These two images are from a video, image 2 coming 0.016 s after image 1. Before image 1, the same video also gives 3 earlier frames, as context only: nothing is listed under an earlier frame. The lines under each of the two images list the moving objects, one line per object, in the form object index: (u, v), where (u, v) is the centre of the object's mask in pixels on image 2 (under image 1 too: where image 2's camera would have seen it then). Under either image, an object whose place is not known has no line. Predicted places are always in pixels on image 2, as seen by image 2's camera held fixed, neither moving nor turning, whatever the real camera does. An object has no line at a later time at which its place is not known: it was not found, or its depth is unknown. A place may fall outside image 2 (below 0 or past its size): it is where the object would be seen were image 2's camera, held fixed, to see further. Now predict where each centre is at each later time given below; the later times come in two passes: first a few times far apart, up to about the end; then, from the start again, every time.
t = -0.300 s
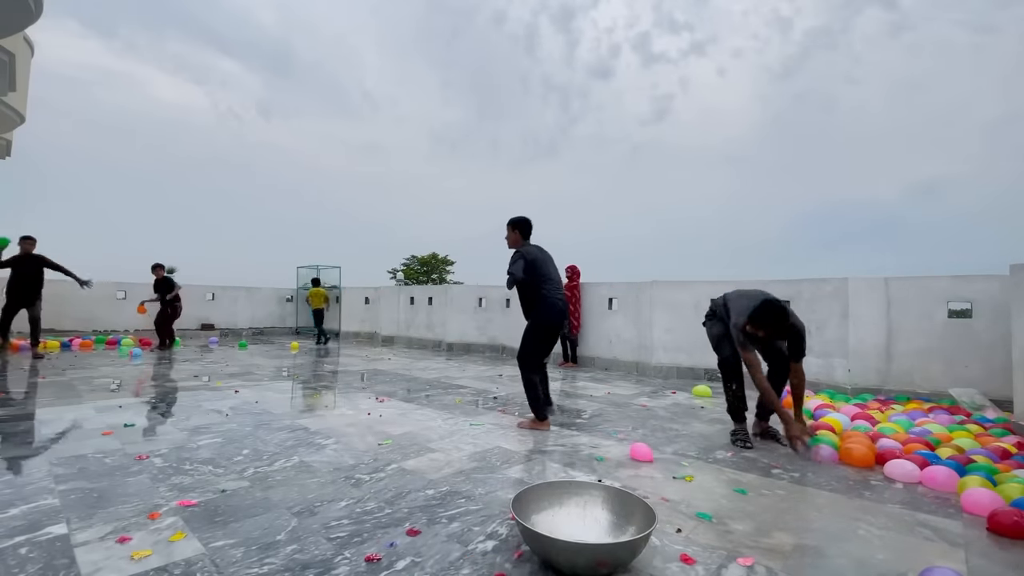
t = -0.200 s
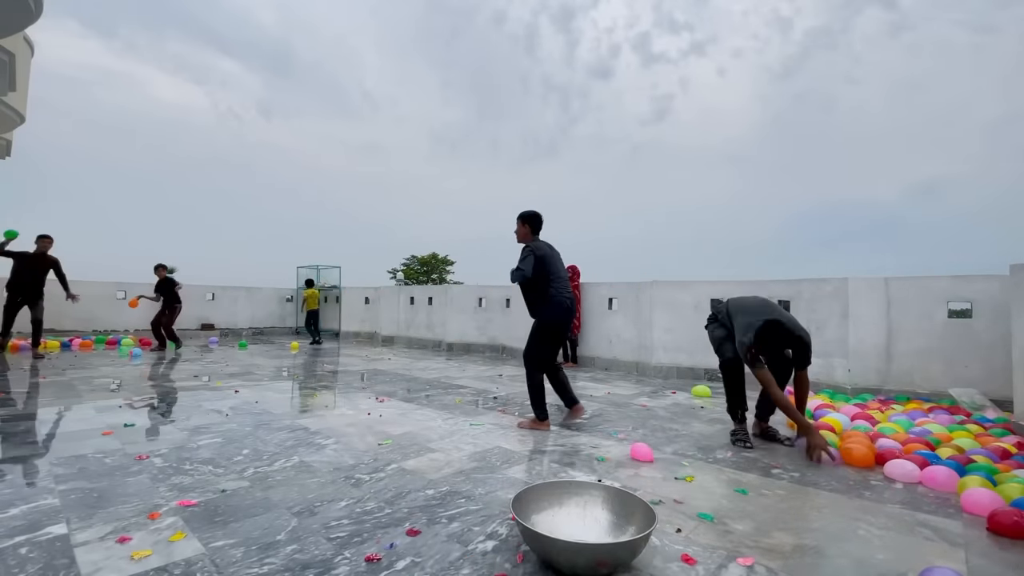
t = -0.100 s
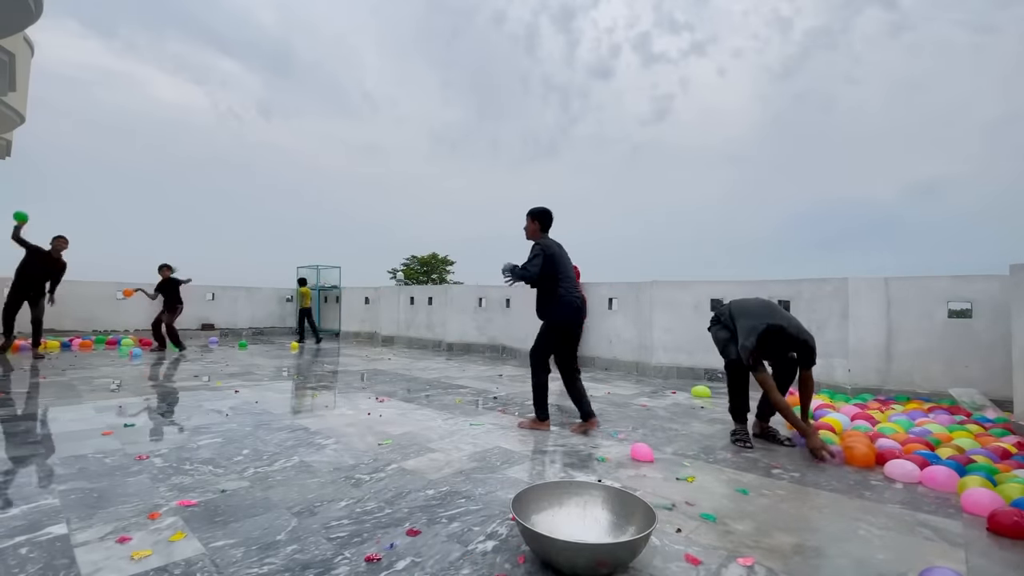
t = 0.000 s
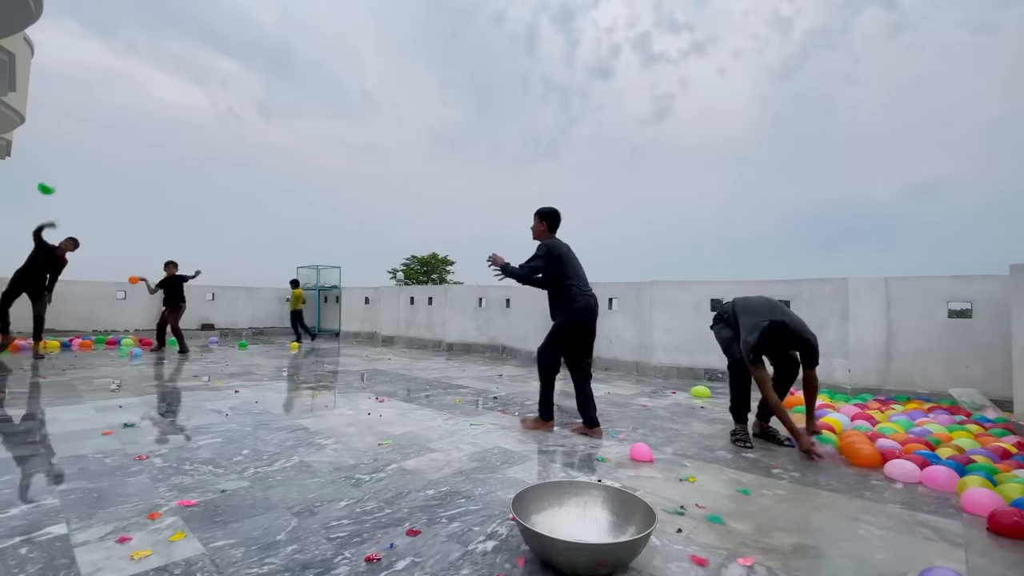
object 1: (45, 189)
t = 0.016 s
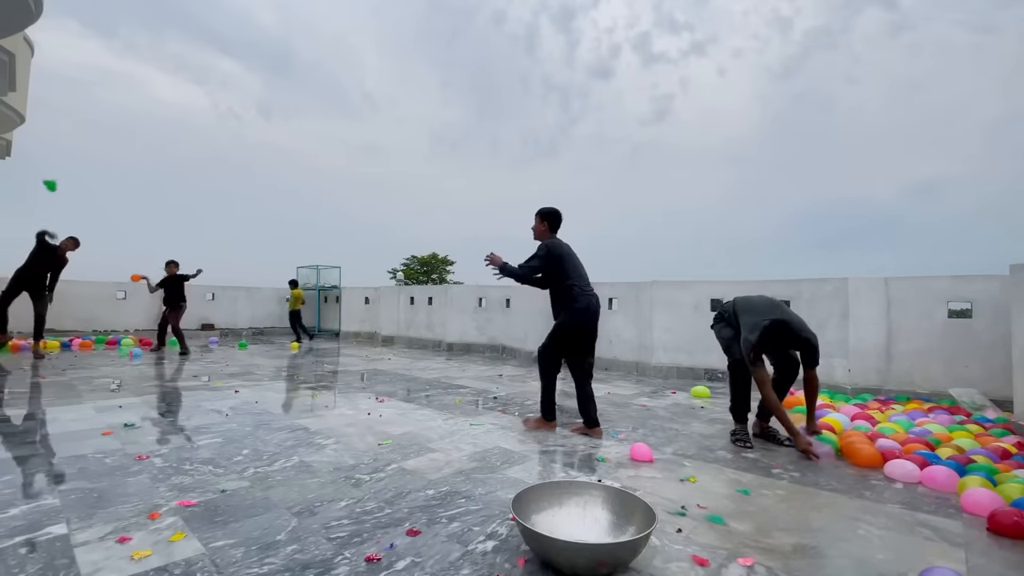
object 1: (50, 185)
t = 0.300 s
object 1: (156, 146)
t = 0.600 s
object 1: (338, 197)
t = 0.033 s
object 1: (55, 181)
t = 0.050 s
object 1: (60, 178)
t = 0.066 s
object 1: (66, 175)
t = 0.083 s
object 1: (72, 171)
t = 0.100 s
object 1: (77, 168)
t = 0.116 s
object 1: (83, 165)
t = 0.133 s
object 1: (89, 163)
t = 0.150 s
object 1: (95, 160)
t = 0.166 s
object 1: (101, 157)
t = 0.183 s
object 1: (107, 155)
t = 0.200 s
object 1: (114, 153)
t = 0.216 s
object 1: (120, 151)
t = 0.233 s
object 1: (127, 150)
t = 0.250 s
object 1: (135, 148)
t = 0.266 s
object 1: (141, 147)
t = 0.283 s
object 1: (149, 147)
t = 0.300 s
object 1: (156, 146)
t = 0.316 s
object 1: (164, 146)
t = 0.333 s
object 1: (172, 145)
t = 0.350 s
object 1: (180, 146)
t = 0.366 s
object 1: (188, 146)
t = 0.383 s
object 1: (197, 148)
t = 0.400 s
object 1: (206, 149)
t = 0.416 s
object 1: (216, 151)
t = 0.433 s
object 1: (225, 152)
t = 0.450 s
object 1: (235, 155)
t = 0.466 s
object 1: (245, 157)
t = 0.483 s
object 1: (255, 160)
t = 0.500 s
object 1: (265, 164)
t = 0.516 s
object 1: (276, 168)
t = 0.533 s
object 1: (288, 172)
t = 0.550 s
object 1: (299, 177)
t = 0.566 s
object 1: (311, 183)
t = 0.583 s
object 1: (324, 190)
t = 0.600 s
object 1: (338, 197)
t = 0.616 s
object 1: (351, 205)
